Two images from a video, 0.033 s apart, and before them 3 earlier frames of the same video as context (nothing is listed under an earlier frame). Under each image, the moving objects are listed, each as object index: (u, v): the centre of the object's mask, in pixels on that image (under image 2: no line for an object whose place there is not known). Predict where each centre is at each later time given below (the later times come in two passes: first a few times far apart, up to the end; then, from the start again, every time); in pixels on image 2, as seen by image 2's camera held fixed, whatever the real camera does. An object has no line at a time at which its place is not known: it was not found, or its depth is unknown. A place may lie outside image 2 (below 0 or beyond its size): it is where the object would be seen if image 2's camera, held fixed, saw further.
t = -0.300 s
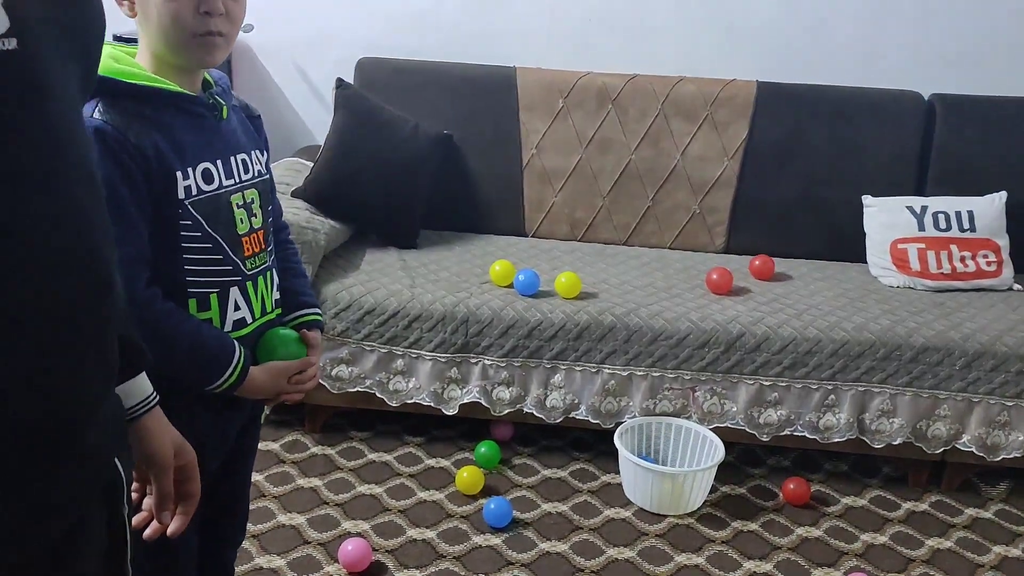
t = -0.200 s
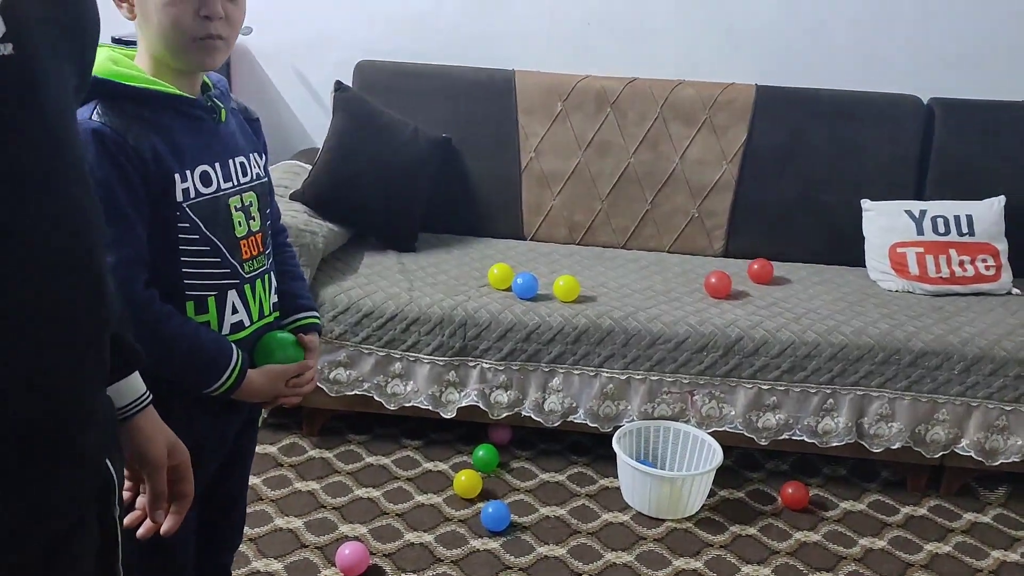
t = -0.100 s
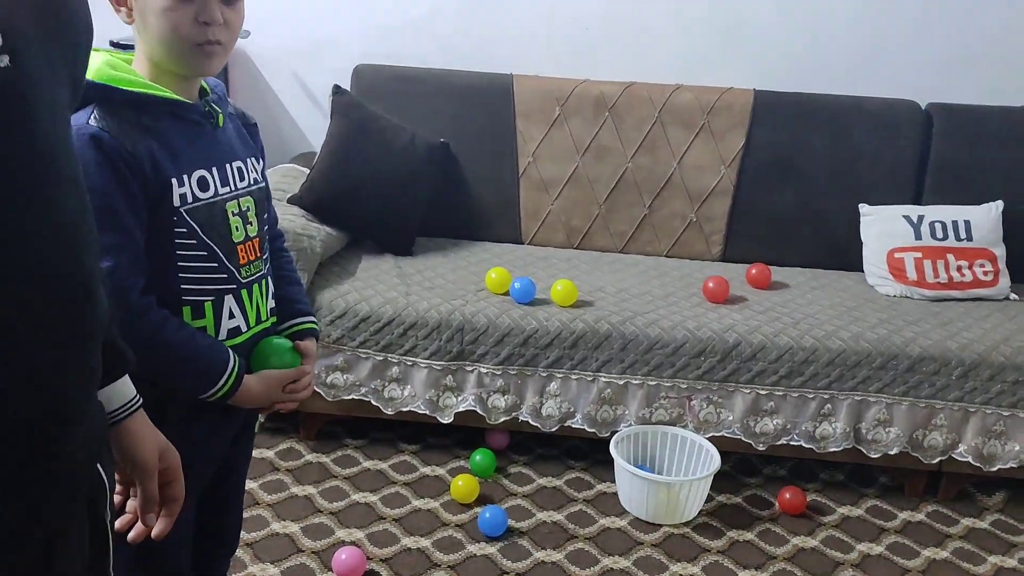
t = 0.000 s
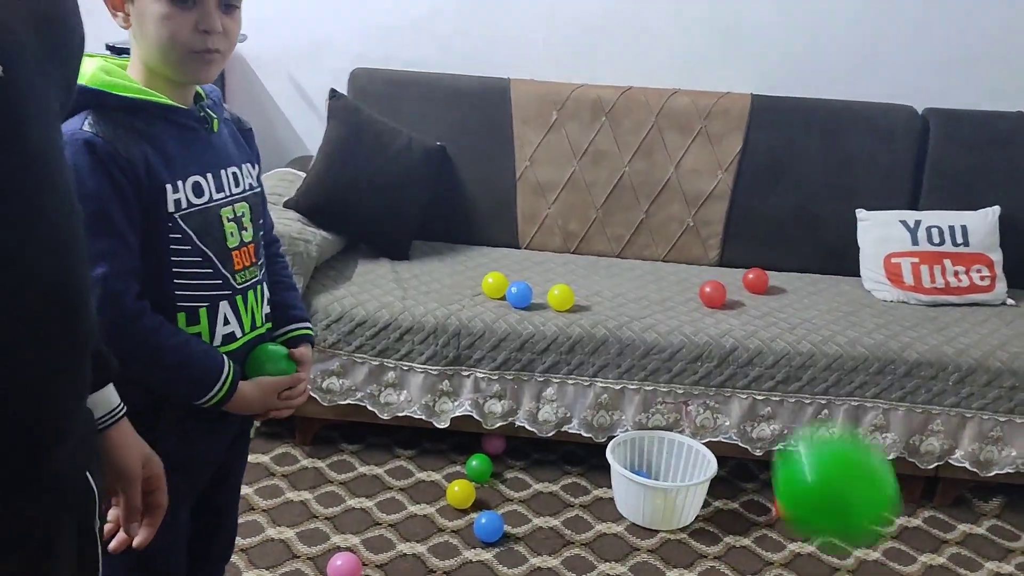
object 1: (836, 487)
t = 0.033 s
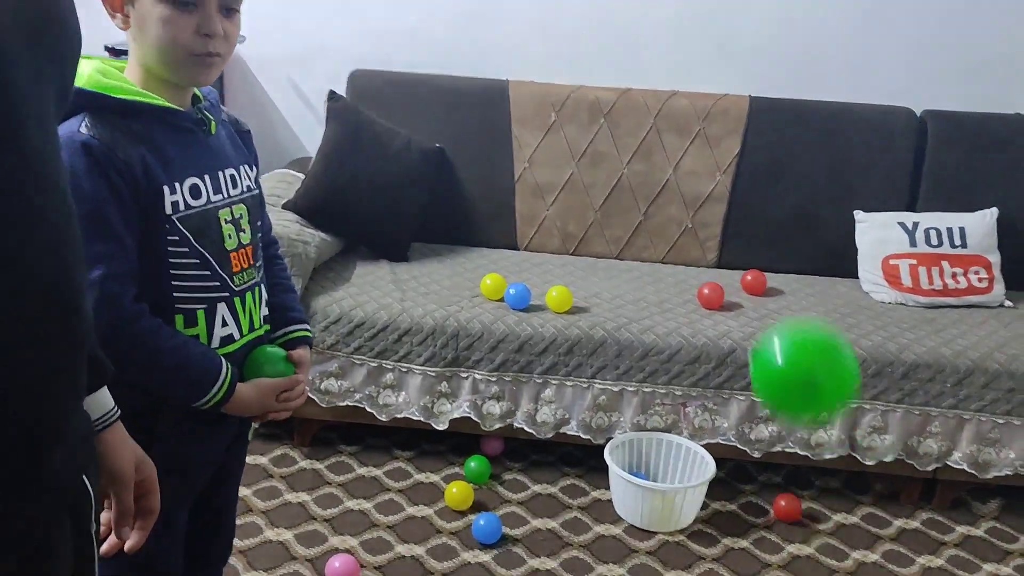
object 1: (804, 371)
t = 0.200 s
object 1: (706, 181)
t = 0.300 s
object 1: (663, 215)
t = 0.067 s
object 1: (780, 287)
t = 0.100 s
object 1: (758, 235)
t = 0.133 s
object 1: (740, 203)
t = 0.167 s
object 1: (722, 186)
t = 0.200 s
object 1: (706, 181)
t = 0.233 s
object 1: (691, 185)
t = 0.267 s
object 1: (676, 197)
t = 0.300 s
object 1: (663, 215)
